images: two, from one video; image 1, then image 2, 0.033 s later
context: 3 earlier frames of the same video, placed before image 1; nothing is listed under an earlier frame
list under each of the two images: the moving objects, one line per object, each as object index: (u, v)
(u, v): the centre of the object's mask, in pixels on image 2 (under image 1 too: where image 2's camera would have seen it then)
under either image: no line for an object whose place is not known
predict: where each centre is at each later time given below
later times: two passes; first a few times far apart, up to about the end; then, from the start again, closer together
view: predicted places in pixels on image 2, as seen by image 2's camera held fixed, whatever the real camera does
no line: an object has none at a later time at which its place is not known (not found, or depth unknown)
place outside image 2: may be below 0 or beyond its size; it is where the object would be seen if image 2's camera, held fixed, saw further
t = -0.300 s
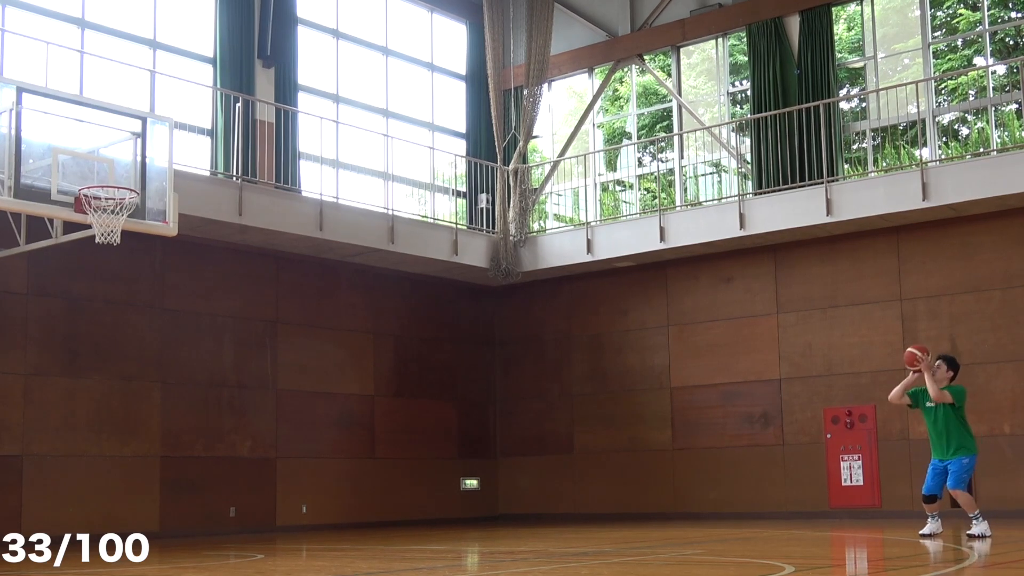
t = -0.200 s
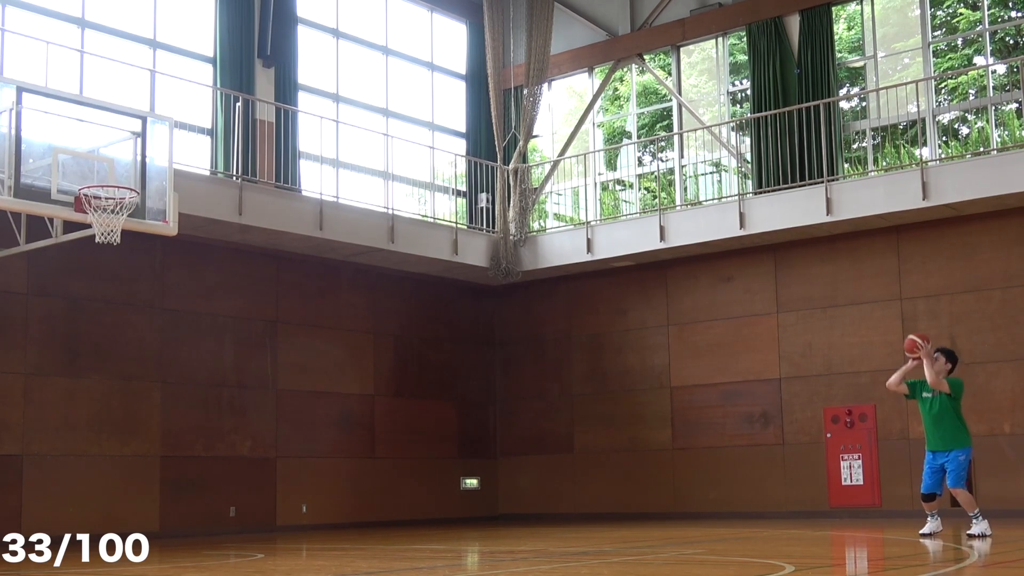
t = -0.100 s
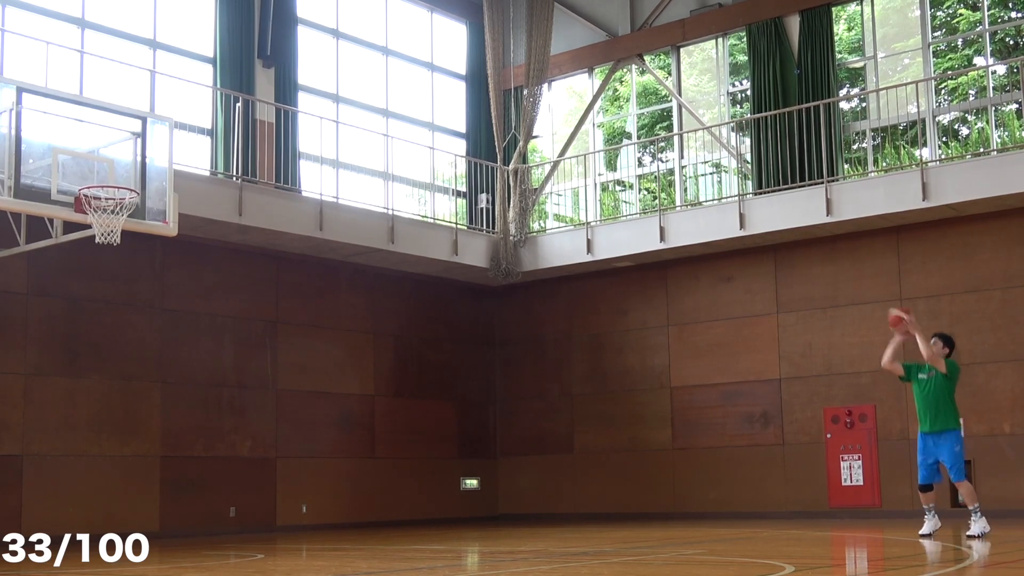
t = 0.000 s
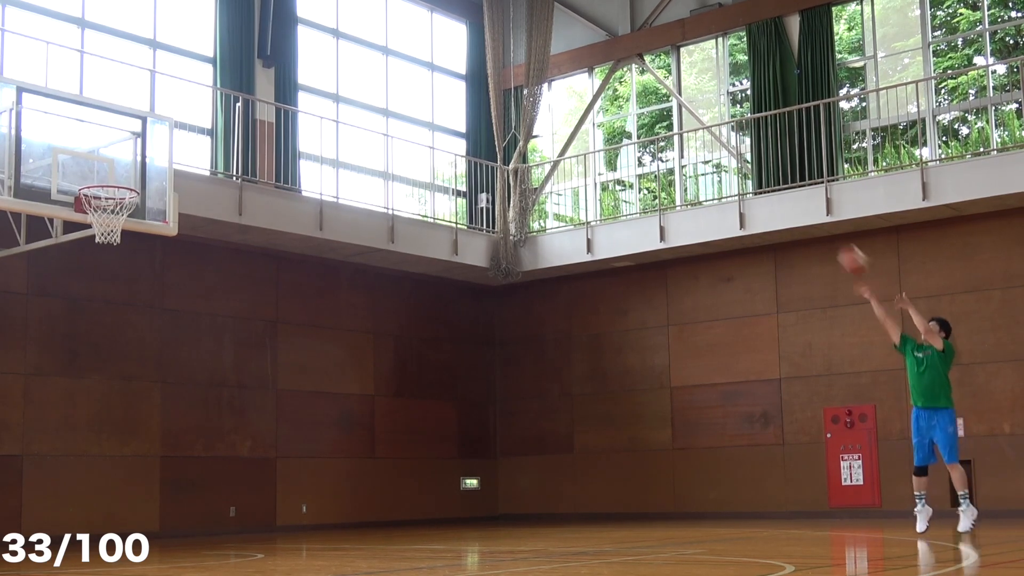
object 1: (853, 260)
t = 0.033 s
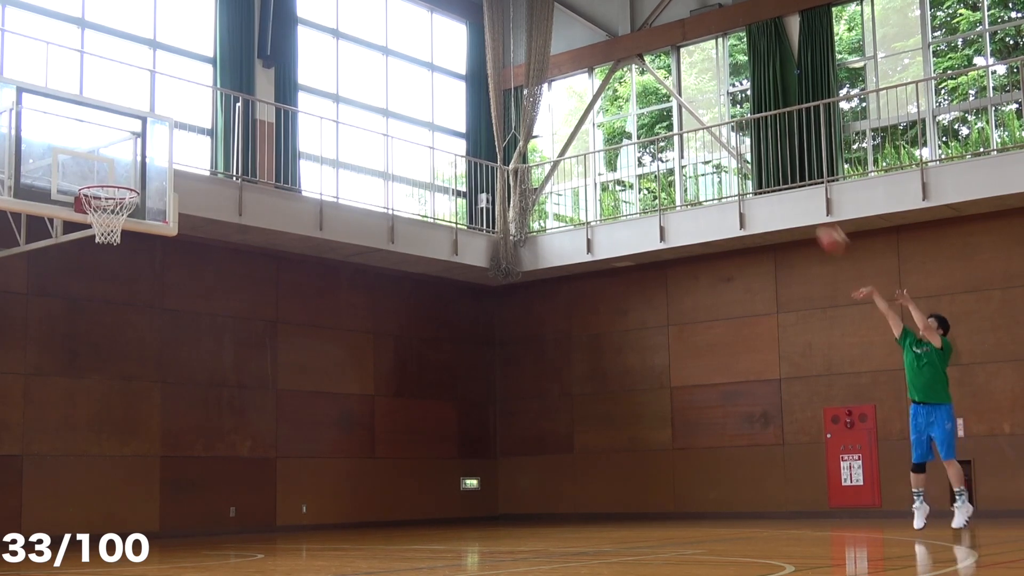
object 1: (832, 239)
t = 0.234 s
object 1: (704, 131)
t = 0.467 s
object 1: (557, 57)
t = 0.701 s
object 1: (410, 38)
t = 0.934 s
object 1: (259, 75)
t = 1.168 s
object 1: (104, 174)
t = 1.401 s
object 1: (108, 177)
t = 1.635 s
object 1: (149, 200)
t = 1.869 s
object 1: (199, 271)
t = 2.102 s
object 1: (251, 407)
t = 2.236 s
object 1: (281, 513)
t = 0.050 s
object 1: (822, 230)
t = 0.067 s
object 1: (810, 217)
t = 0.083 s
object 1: (799, 207)
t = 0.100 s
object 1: (789, 198)
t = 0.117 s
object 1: (778, 188)
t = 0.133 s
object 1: (768, 180)
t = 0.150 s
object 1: (758, 172)
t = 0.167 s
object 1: (748, 164)
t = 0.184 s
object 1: (736, 155)
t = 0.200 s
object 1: (724, 147)
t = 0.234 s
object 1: (704, 131)
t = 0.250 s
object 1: (692, 123)
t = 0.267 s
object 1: (683, 117)
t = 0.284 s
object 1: (671, 111)
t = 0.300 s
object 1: (661, 105)
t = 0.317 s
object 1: (650, 98)
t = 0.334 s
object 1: (642, 93)
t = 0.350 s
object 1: (630, 87)
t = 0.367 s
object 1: (618, 81)
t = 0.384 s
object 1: (609, 79)
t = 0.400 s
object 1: (599, 72)
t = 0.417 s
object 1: (586, 66)
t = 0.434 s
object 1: (576, 63)
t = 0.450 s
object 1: (567, 60)
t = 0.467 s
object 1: (557, 57)
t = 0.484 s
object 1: (546, 54)
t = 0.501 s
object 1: (536, 51)
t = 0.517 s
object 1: (525, 47)
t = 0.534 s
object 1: (514, 45)
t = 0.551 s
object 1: (505, 43)
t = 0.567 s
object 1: (494, 41)
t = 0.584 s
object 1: (483, 40)
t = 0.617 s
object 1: (467, 38)
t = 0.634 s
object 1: (453, 37)
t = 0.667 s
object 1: (431, 37)
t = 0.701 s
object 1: (410, 38)
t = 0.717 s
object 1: (399, 38)
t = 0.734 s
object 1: (389, 39)
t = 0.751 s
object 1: (379, 41)
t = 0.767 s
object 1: (367, 42)
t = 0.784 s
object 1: (358, 44)
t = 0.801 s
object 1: (346, 45)
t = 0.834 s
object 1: (326, 52)
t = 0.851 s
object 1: (314, 55)
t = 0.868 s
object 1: (299, 58)
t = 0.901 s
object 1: (282, 66)
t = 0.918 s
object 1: (270, 71)
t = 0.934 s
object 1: (259, 75)
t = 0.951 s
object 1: (248, 81)
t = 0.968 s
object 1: (238, 85)
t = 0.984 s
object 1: (228, 90)
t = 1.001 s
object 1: (220, 97)
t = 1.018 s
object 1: (206, 104)
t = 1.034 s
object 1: (194, 111)
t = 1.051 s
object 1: (183, 119)
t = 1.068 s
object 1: (172, 125)
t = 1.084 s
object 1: (161, 132)
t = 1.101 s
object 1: (148, 141)
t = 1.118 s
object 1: (138, 147)
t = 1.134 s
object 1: (126, 159)
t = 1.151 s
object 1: (115, 167)
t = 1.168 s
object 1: (104, 174)
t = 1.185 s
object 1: (92, 179)
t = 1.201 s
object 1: (98, 180)
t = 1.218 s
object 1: (110, 181)
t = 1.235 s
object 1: (121, 184)
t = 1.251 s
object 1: (119, 183)
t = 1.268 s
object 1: (113, 180)
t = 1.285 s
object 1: (106, 179)
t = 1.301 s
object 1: (100, 181)
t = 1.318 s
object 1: (101, 180)
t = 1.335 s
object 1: (103, 178)
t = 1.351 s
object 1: (104, 178)
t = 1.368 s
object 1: (105, 176)
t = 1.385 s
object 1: (106, 176)
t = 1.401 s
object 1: (108, 177)
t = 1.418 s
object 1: (108, 177)
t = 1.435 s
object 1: (110, 177)
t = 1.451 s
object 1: (112, 178)
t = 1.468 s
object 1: (113, 179)
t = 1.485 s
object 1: (114, 179)
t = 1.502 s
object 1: (118, 180)
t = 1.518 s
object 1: (122, 180)
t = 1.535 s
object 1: (126, 181)
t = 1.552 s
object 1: (130, 183)
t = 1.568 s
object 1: (134, 186)
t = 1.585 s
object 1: (140, 190)
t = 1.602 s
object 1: (144, 193)
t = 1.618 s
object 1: (146, 197)
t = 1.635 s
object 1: (149, 200)
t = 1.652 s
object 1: (151, 202)
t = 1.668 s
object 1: (155, 207)
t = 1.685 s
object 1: (159, 210)
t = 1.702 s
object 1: (163, 214)
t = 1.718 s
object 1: (166, 218)
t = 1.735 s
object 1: (169, 224)
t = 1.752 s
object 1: (174, 229)
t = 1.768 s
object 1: (178, 235)
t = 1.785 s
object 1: (181, 240)
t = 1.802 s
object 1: (185, 245)
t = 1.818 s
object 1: (189, 251)
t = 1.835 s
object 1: (192, 257)
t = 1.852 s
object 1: (195, 264)
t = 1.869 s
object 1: (199, 271)
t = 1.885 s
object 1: (204, 279)
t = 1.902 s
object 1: (207, 287)
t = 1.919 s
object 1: (211, 295)
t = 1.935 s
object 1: (215, 304)
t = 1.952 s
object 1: (218, 312)
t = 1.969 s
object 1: (222, 321)
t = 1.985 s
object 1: (225, 330)
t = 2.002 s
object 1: (230, 340)
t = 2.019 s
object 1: (234, 351)
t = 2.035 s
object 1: (237, 362)
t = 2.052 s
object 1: (241, 373)
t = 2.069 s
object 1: (245, 384)
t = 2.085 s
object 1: (248, 395)
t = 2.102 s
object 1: (251, 407)
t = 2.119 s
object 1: (255, 419)
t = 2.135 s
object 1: (260, 431)
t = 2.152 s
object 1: (263, 444)
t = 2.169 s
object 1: (267, 457)
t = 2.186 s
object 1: (271, 471)
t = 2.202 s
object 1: (274, 484)
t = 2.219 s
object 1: (277, 498)
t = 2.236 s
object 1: (281, 513)
